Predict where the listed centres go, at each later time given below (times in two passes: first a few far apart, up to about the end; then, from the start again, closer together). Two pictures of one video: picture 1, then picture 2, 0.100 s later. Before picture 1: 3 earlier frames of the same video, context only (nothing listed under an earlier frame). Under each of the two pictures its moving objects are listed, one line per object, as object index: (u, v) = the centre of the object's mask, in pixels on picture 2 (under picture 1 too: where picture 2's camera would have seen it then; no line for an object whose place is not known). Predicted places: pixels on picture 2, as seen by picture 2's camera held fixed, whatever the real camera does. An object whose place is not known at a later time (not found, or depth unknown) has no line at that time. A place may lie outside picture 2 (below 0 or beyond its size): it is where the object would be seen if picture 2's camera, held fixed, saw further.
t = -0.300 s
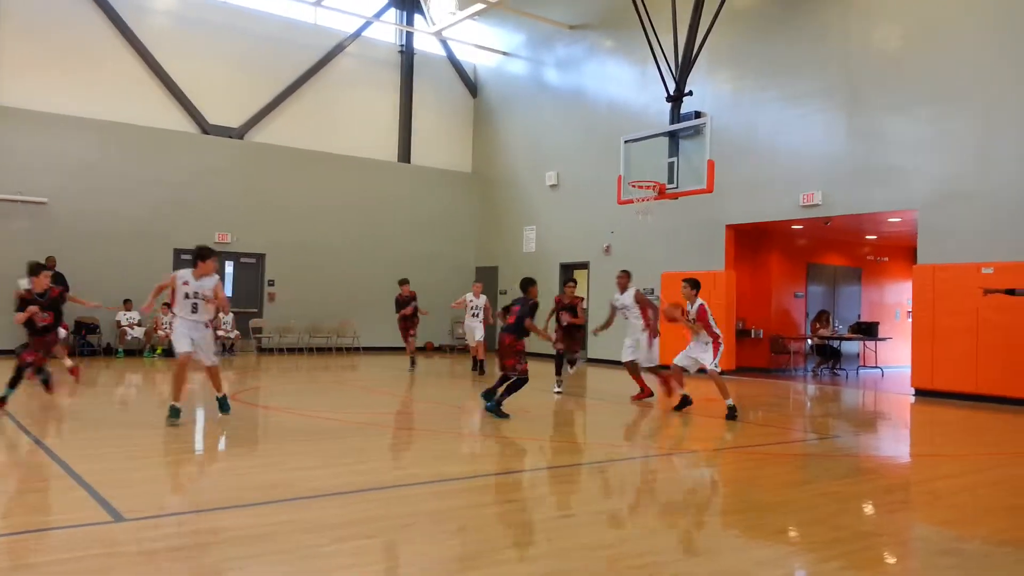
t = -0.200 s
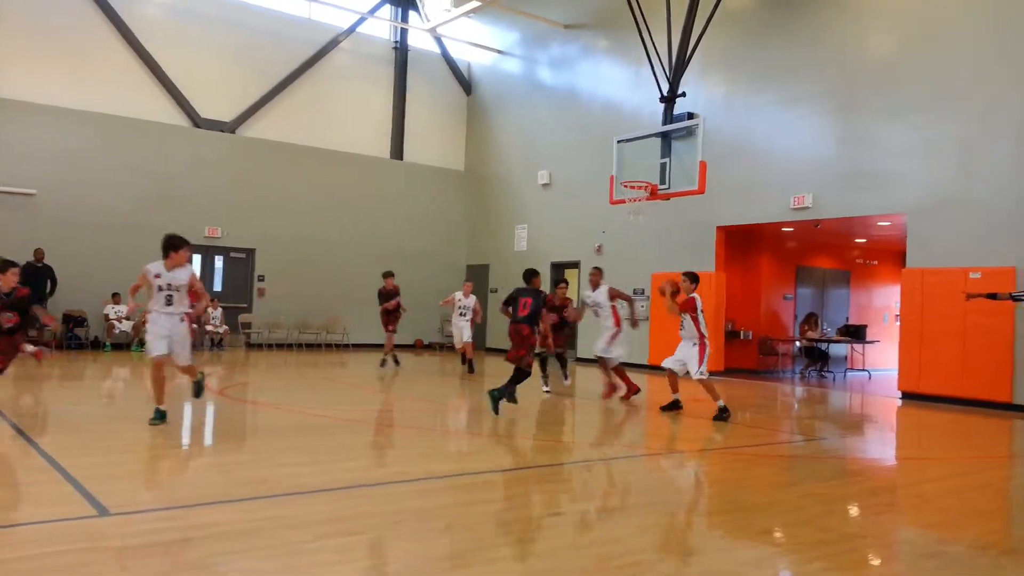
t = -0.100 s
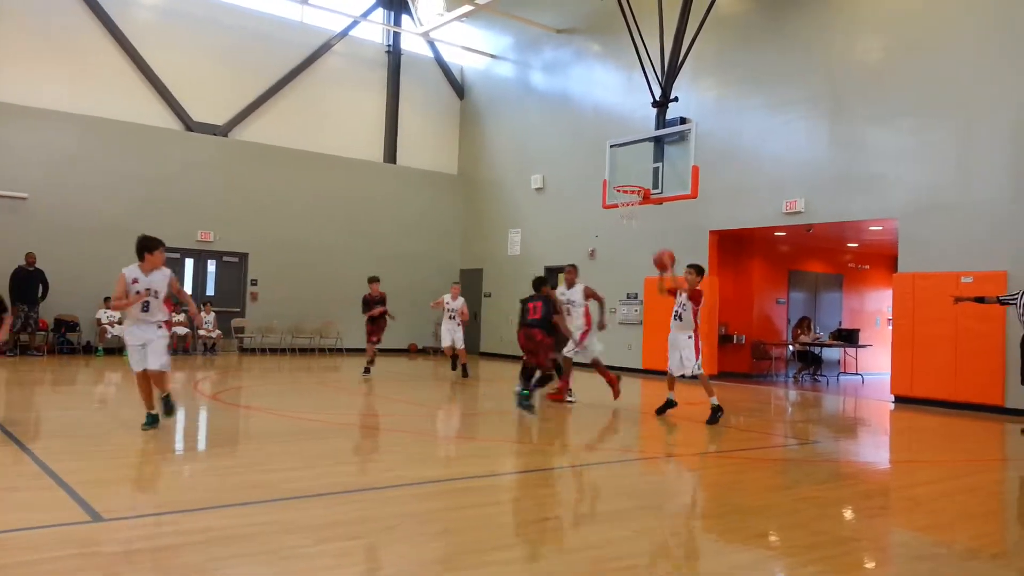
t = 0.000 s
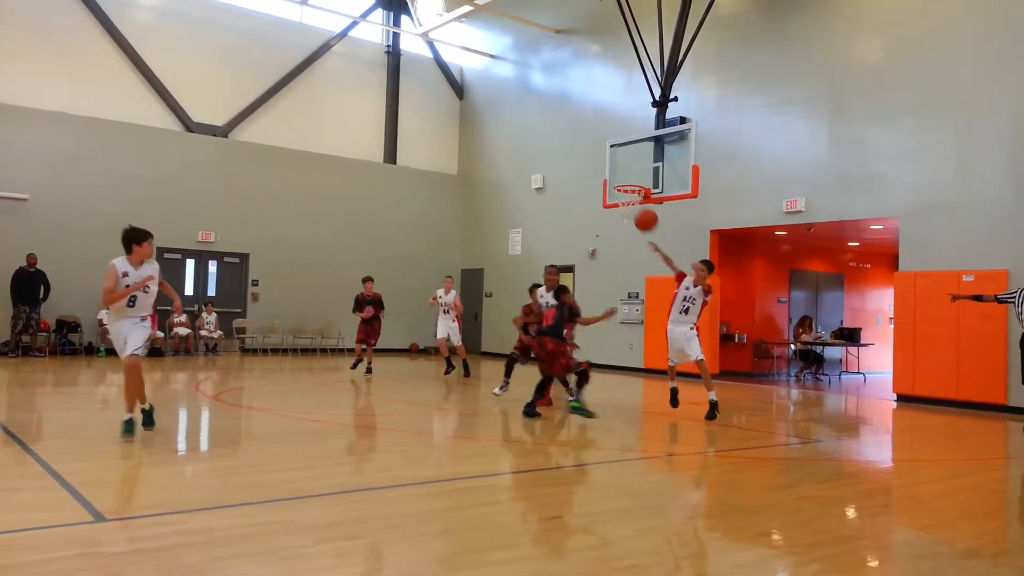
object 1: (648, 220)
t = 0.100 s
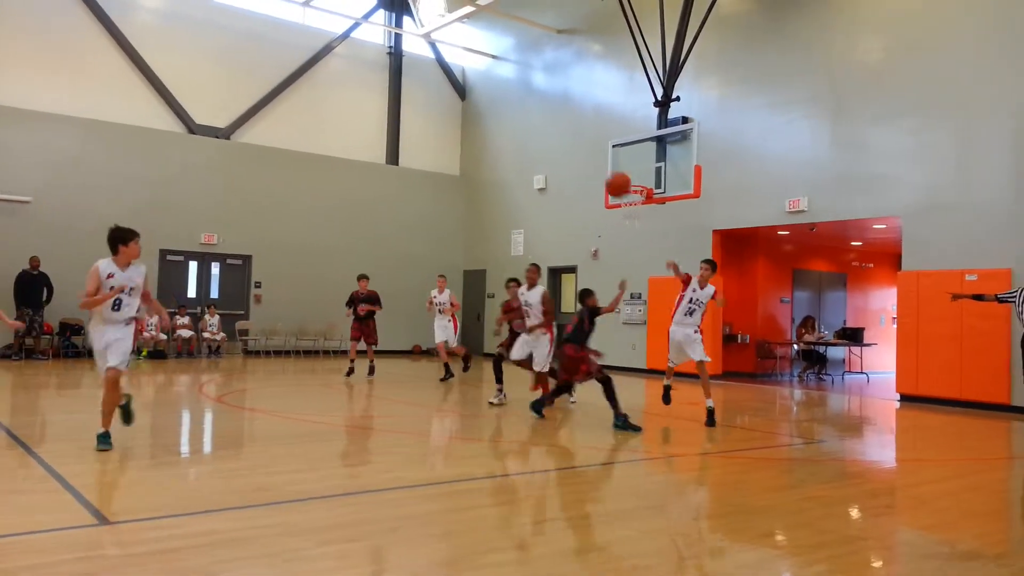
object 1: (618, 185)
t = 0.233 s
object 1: (569, 144)
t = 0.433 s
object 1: (463, 104)
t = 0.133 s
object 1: (607, 174)
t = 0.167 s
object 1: (595, 164)
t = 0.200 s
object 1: (582, 154)
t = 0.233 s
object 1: (569, 144)
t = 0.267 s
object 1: (555, 136)
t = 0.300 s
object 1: (539, 128)
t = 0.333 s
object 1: (521, 119)
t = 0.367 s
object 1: (500, 113)
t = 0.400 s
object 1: (482, 108)
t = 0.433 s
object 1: (463, 104)
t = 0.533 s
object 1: (387, 99)
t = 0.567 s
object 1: (354, 101)
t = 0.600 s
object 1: (320, 105)
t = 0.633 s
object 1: (280, 110)
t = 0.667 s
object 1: (235, 119)
